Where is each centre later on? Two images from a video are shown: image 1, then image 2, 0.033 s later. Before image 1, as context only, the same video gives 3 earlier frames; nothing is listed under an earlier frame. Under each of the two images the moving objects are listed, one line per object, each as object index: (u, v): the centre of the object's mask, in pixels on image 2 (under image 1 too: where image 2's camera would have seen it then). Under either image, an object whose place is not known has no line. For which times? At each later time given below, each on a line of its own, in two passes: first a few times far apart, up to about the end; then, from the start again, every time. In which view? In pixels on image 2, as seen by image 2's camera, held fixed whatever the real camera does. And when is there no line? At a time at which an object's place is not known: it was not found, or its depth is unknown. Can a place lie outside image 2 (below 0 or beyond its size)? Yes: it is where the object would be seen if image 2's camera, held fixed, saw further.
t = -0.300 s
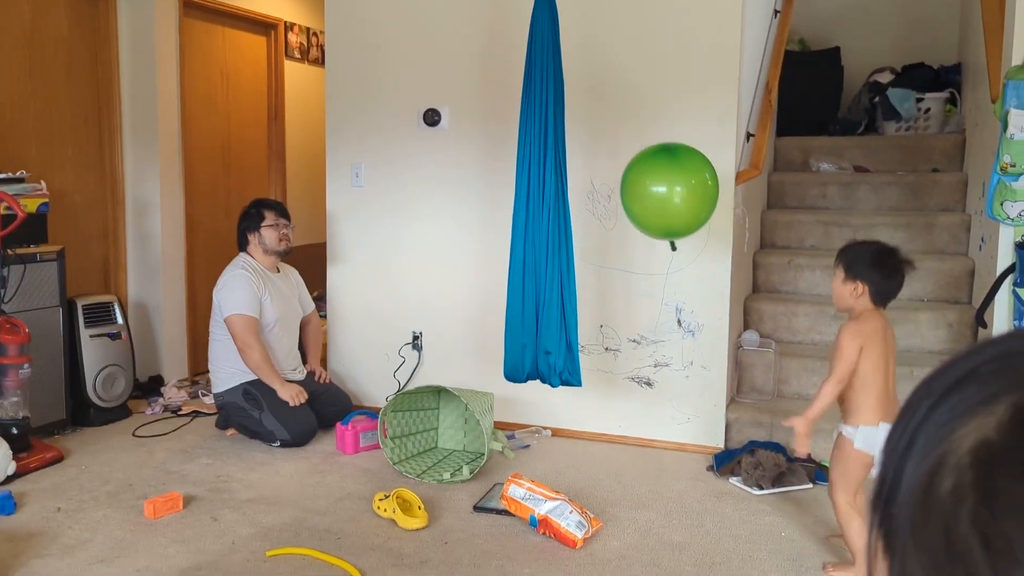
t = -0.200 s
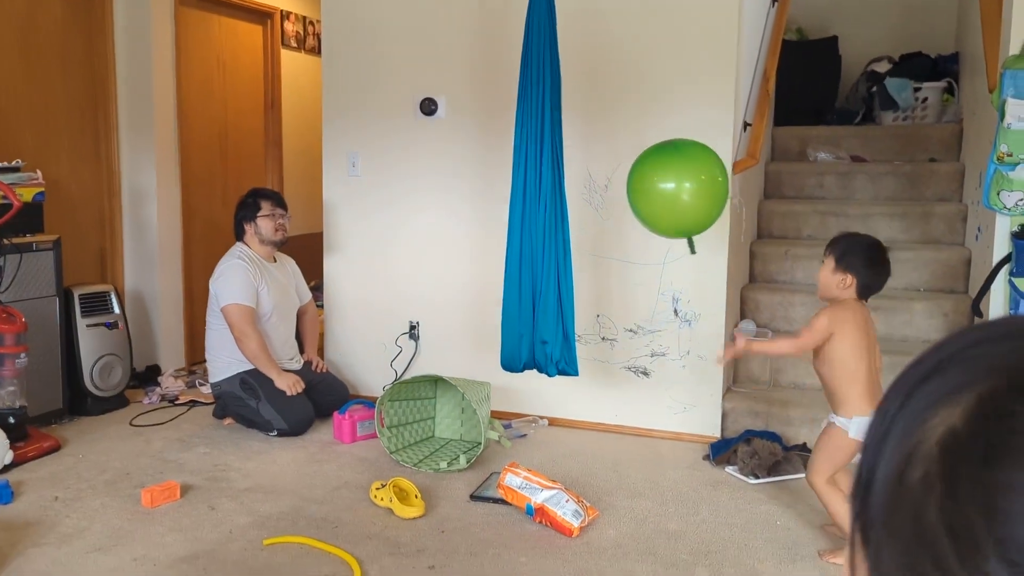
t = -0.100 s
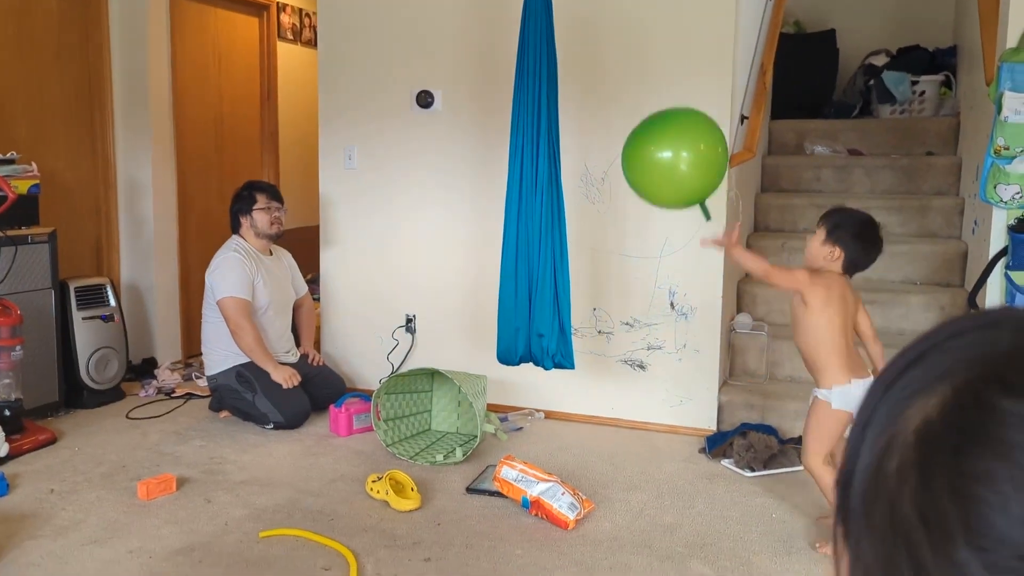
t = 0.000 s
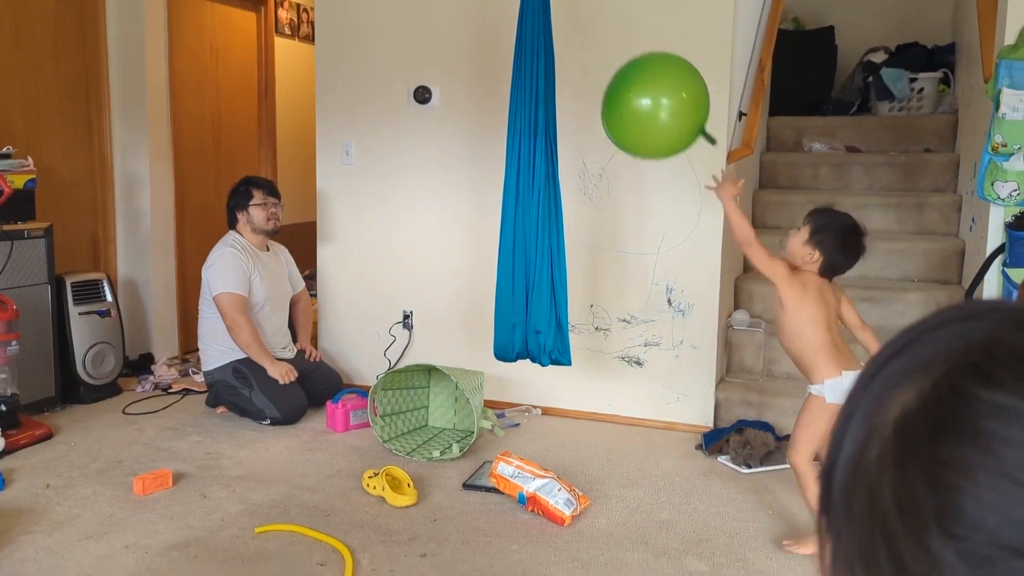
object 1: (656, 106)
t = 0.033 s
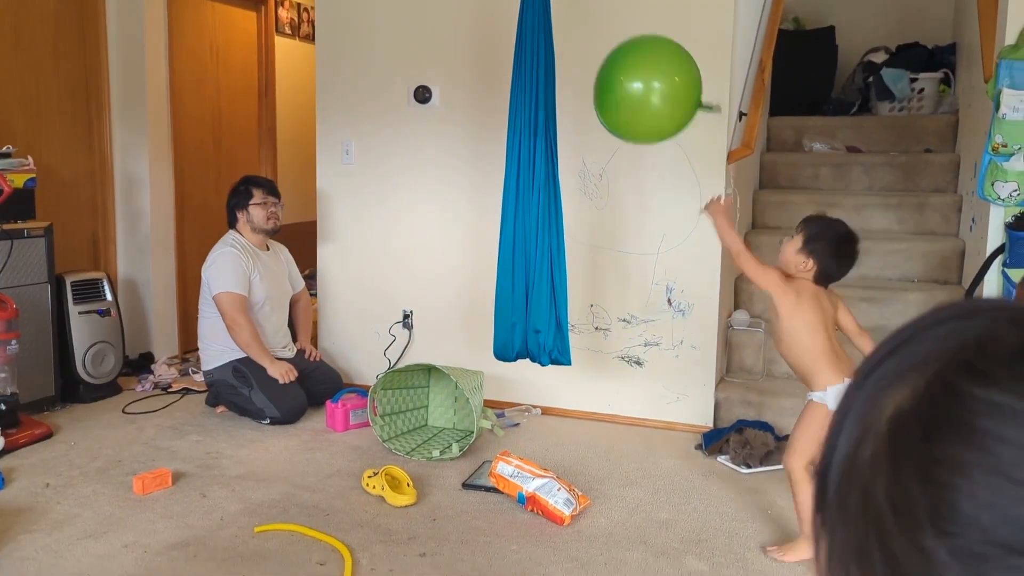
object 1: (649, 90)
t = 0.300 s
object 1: (507, 34)
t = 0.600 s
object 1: (363, 219)
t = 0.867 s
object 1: (434, 489)
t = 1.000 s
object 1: (545, 556)
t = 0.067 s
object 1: (639, 74)
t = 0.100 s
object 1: (627, 60)
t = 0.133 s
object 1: (612, 48)
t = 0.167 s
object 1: (594, 41)
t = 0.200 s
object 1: (573, 38)
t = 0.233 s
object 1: (552, 34)
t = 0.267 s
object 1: (529, 34)
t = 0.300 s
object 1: (507, 34)
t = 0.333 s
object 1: (484, 38)
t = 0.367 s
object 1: (461, 46)
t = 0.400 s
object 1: (440, 61)
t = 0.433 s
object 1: (421, 80)
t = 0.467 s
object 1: (404, 103)
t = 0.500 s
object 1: (389, 128)
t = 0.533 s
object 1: (378, 157)
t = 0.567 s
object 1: (368, 187)
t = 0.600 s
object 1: (363, 219)
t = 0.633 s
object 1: (359, 252)
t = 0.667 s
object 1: (361, 285)
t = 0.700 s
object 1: (366, 319)
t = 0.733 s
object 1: (372, 352)
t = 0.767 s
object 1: (383, 386)
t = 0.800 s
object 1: (397, 419)
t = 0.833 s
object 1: (413, 454)
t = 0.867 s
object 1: (434, 489)
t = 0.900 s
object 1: (458, 524)
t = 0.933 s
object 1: (485, 546)
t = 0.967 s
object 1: (515, 563)
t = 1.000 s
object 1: (545, 556)
